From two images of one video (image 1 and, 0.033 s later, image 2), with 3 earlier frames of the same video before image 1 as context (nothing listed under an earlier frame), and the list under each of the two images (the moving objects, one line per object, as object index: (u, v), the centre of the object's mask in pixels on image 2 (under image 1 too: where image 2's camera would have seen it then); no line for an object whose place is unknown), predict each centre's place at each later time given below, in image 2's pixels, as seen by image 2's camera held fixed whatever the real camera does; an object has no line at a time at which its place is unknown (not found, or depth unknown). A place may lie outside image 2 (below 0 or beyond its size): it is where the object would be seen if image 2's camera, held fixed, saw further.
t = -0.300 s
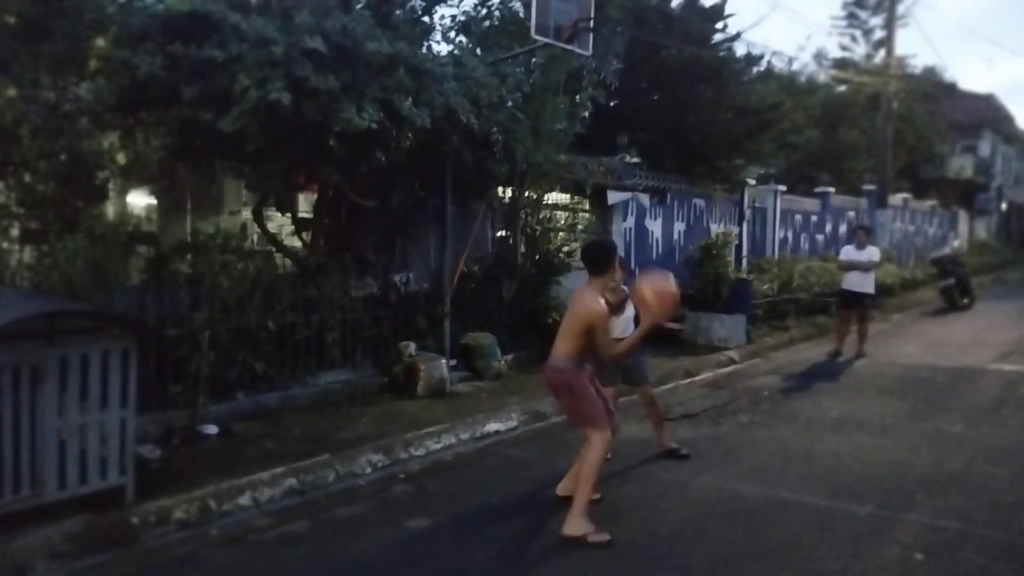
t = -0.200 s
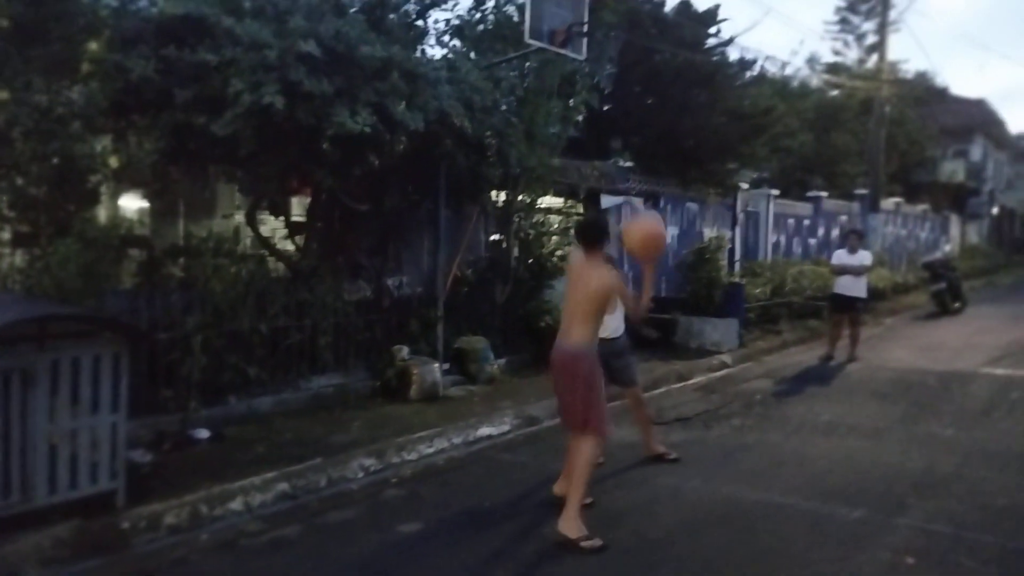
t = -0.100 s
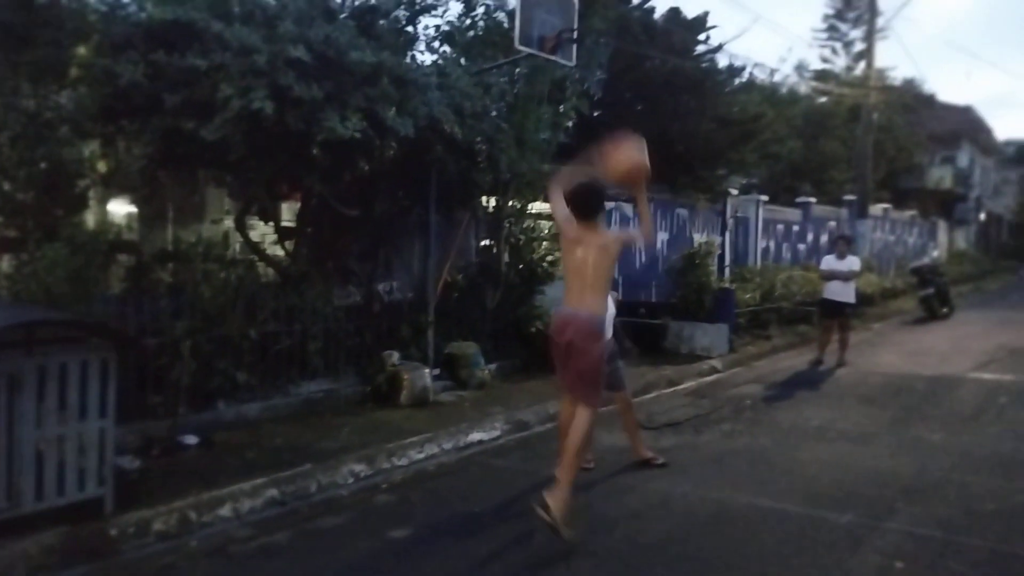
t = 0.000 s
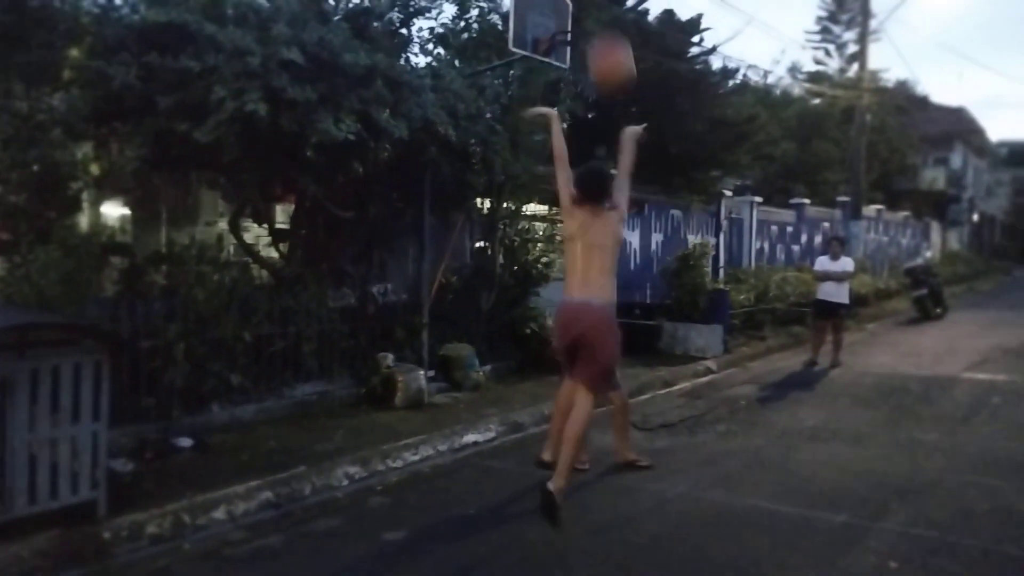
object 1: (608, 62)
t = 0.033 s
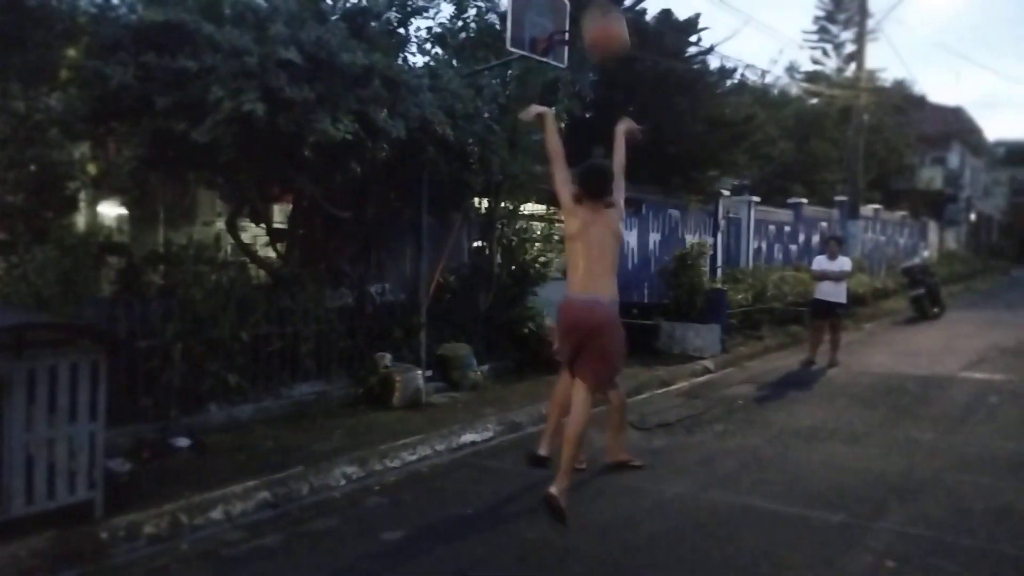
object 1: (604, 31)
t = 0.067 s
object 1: (601, 15)
